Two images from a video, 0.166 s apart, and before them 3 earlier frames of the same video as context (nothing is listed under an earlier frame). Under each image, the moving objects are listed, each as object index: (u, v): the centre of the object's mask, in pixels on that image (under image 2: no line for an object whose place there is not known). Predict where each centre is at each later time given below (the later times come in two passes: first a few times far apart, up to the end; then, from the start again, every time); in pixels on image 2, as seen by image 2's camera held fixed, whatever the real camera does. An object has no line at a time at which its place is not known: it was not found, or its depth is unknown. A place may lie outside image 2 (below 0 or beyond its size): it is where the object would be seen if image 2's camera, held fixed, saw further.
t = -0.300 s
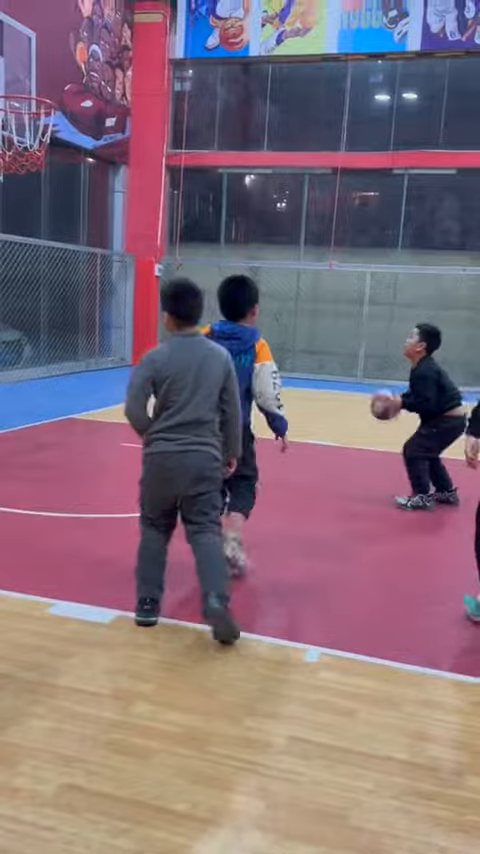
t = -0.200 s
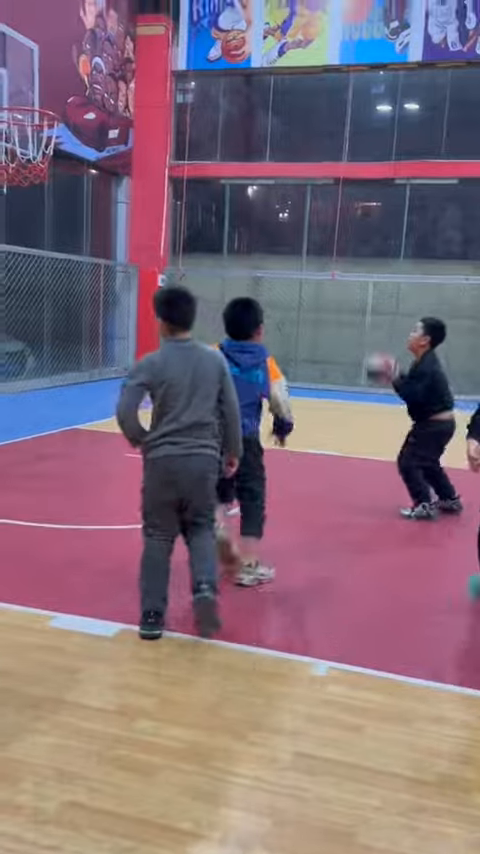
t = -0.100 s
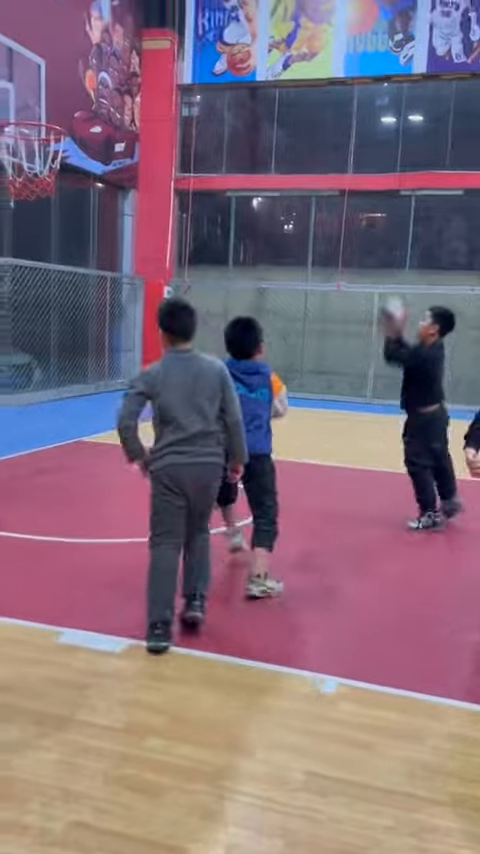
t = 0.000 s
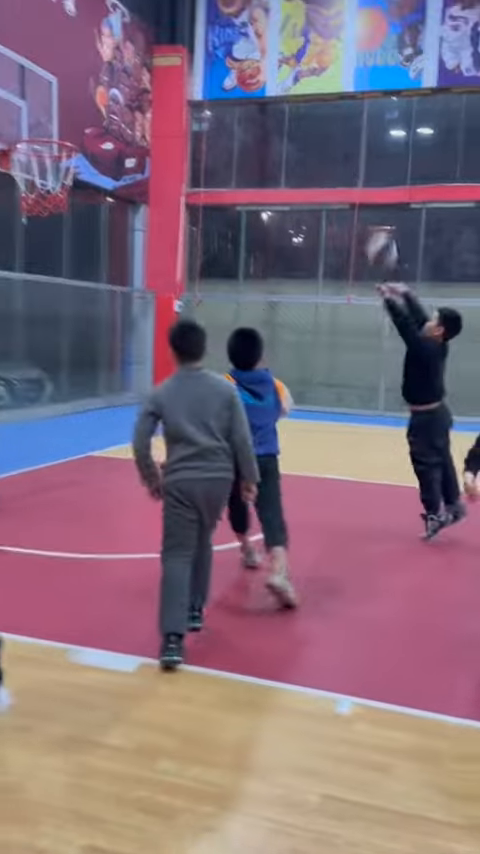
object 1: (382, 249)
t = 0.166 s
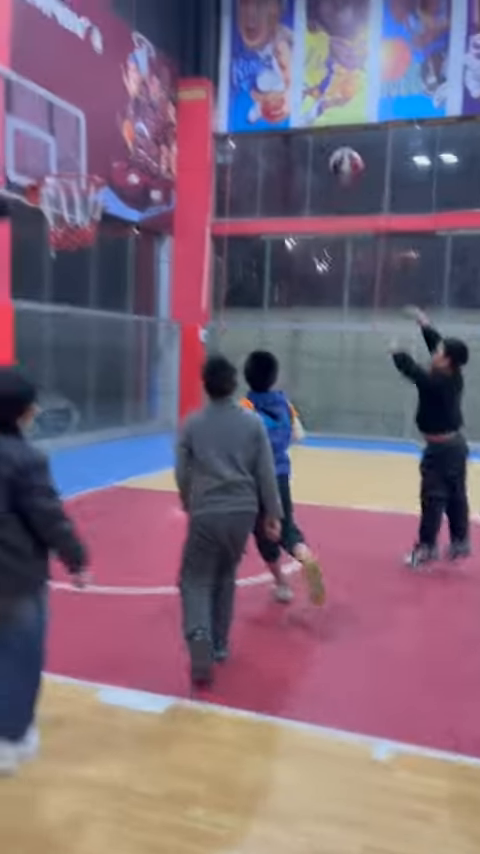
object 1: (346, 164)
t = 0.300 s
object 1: (299, 106)
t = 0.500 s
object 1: (224, 64)
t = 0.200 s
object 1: (334, 147)
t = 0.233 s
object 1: (319, 130)
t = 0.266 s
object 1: (306, 116)
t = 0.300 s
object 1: (299, 106)
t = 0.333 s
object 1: (285, 97)
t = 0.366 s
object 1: (272, 84)
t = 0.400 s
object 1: (261, 76)
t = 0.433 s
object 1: (249, 71)
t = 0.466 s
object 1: (237, 66)
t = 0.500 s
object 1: (224, 64)
